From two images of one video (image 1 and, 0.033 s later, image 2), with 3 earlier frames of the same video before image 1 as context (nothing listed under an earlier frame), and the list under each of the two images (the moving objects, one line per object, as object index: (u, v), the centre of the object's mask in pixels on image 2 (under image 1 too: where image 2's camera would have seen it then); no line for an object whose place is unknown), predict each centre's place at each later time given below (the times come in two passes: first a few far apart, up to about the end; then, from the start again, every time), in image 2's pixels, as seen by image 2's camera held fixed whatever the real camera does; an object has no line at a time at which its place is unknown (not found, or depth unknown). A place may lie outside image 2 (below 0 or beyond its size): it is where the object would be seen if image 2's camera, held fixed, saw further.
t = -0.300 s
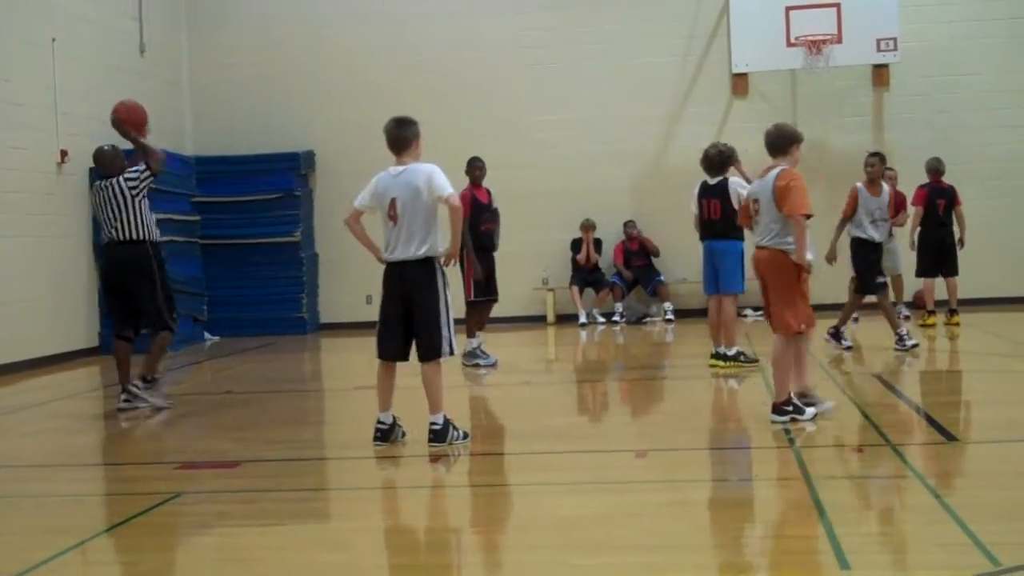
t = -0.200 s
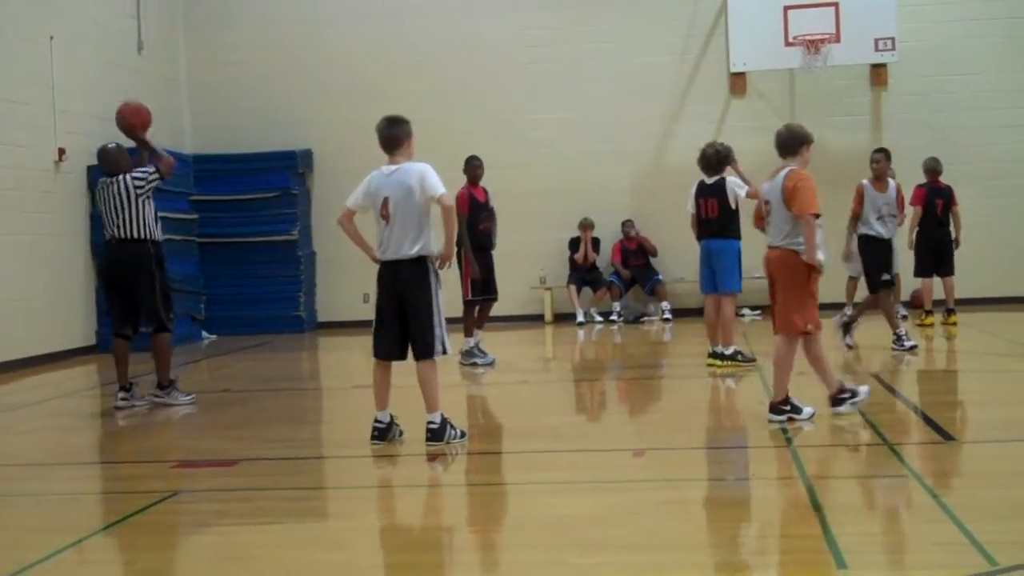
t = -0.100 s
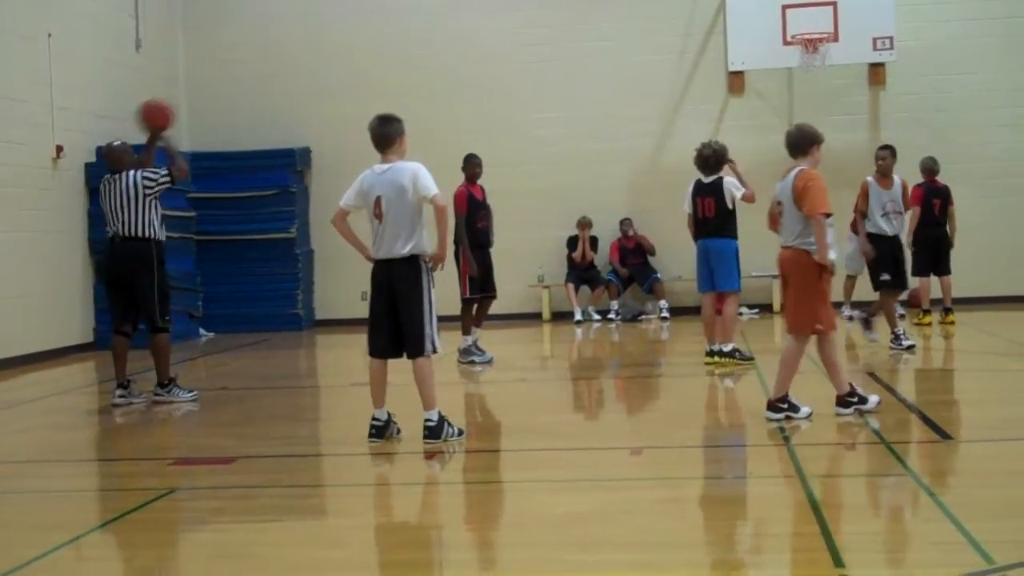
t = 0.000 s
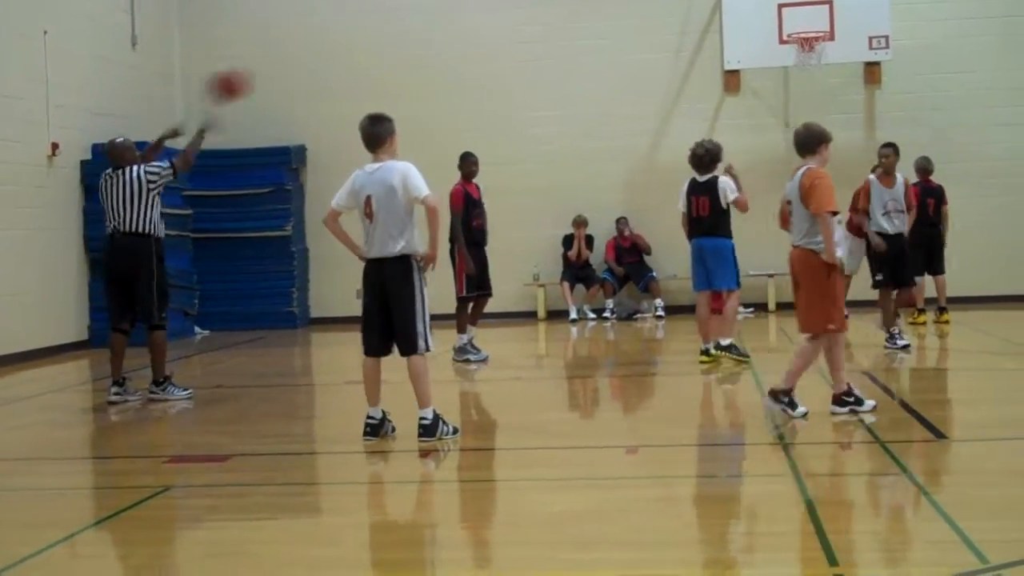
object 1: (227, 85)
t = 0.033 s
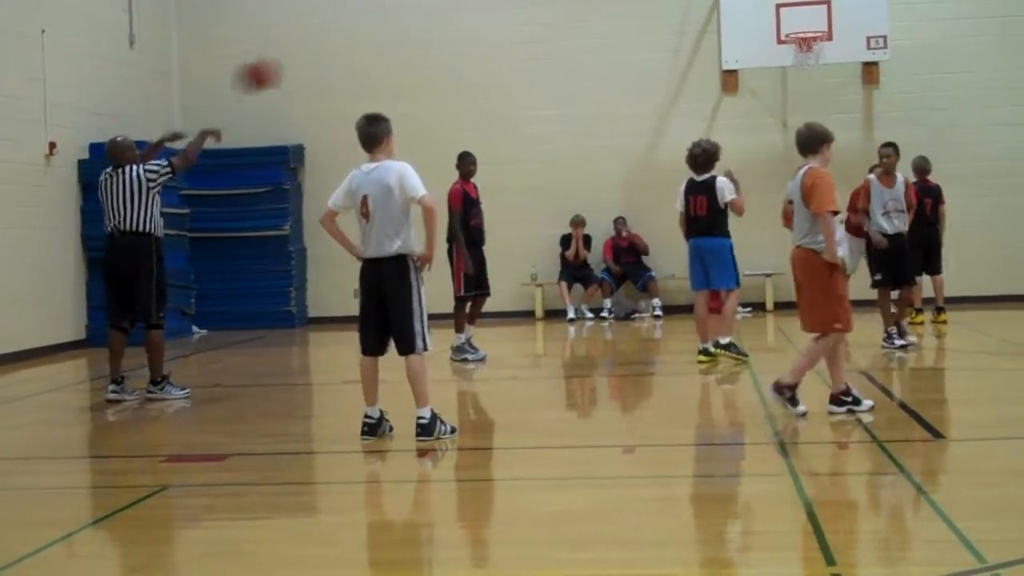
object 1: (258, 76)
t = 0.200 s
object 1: (406, 53)
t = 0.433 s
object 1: (595, 84)
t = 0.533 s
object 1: (667, 117)
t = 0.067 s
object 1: (289, 68)
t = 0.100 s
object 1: (319, 62)
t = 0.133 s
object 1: (348, 57)
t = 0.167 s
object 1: (377, 54)
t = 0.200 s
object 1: (406, 53)
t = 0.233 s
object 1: (434, 53)
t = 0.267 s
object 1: (462, 54)
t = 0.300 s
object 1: (490, 58)
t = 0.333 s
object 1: (517, 63)
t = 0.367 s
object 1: (543, 69)
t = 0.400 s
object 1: (569, 76)
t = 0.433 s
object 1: (595, 84)
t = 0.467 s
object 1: (620, 94)
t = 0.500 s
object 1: (642, 104)
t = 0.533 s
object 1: (667, 117)
